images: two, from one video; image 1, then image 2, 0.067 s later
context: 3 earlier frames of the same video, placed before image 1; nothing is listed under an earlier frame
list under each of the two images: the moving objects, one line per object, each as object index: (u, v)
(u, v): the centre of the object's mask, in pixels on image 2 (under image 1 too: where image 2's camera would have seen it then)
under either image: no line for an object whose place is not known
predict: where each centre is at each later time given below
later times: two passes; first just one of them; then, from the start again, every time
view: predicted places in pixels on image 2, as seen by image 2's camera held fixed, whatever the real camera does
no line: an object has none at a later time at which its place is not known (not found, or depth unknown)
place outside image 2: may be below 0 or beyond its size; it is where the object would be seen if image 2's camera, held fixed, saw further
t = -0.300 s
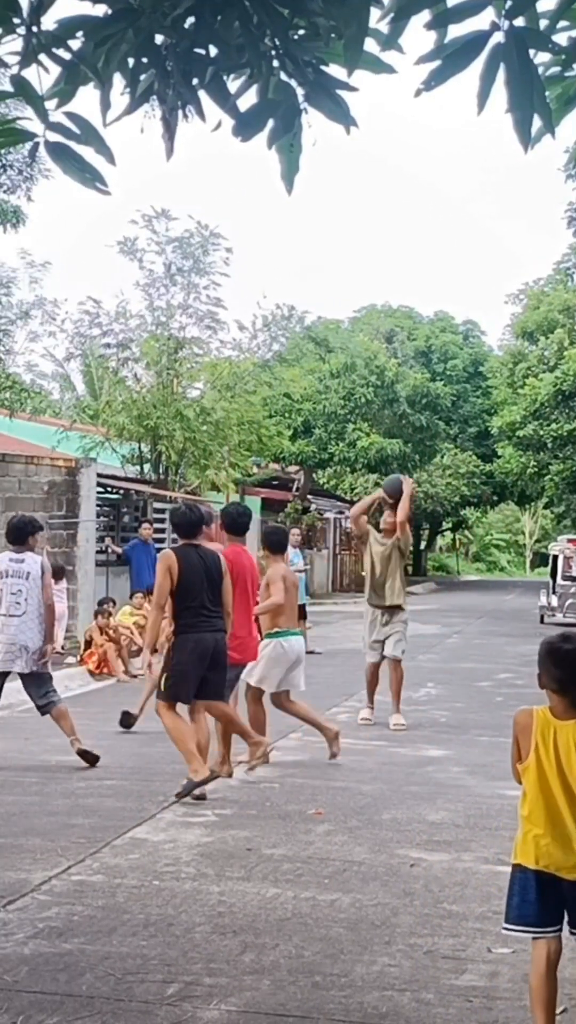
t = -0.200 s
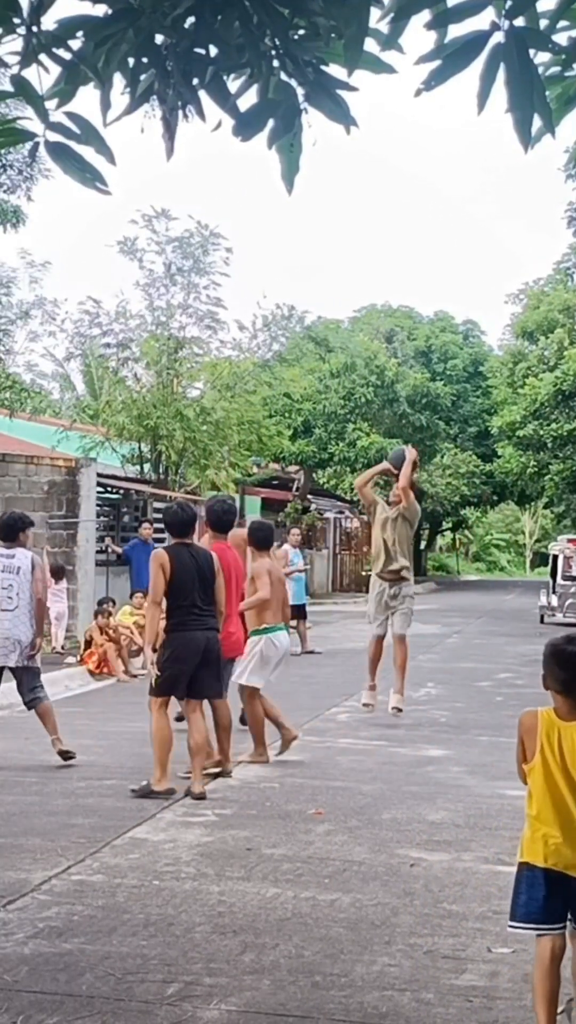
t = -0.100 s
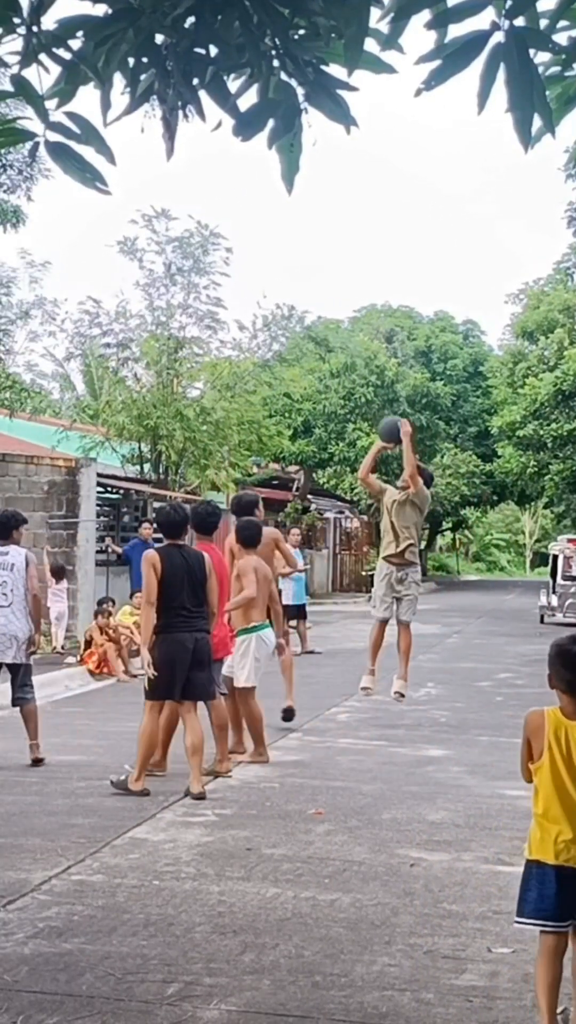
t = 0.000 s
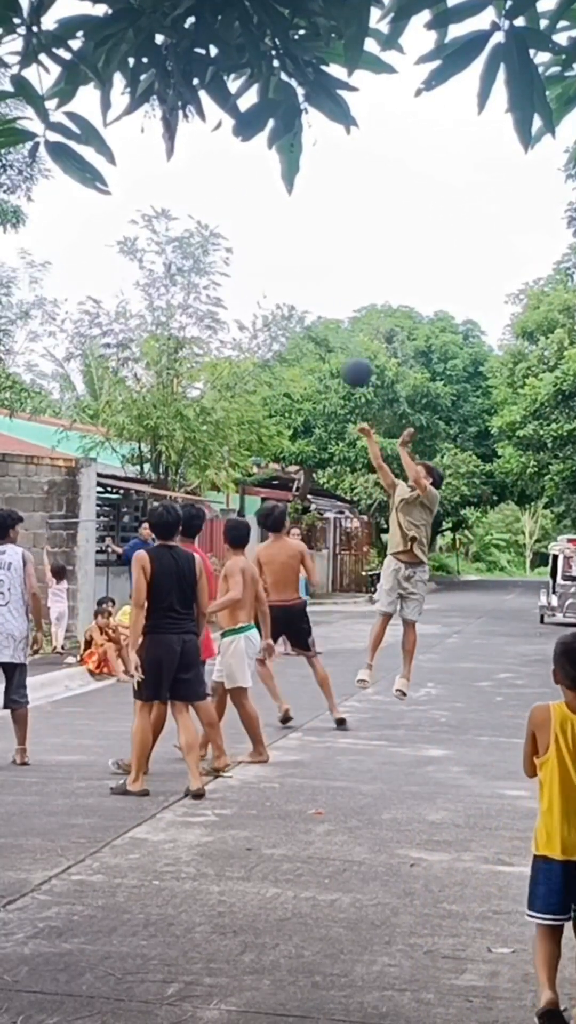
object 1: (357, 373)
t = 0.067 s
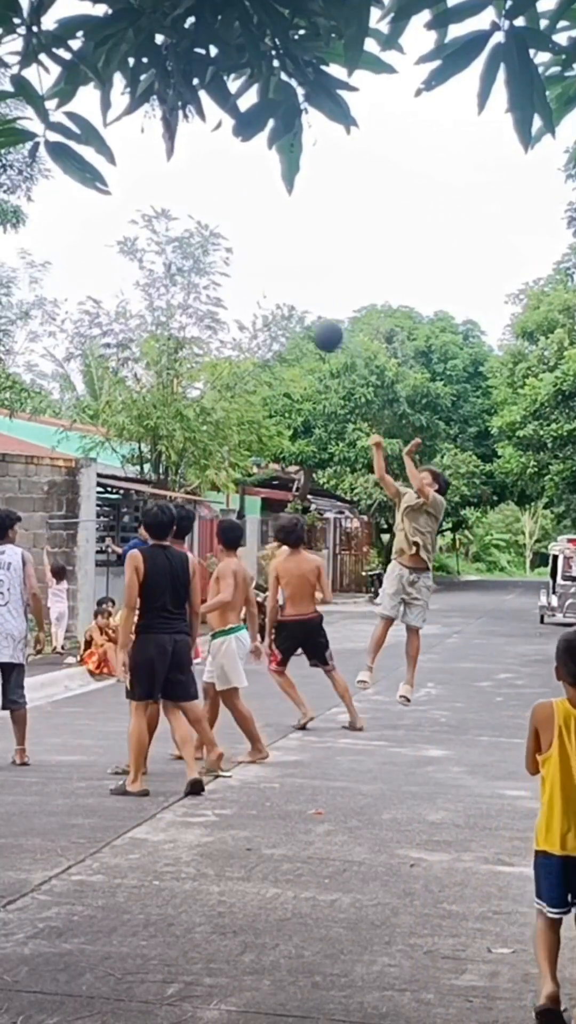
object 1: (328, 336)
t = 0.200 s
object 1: (270, 277)
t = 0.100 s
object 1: (313, 320)
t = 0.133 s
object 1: (299, 305)
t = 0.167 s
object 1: (285, 290)
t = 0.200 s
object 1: (270, 277)
